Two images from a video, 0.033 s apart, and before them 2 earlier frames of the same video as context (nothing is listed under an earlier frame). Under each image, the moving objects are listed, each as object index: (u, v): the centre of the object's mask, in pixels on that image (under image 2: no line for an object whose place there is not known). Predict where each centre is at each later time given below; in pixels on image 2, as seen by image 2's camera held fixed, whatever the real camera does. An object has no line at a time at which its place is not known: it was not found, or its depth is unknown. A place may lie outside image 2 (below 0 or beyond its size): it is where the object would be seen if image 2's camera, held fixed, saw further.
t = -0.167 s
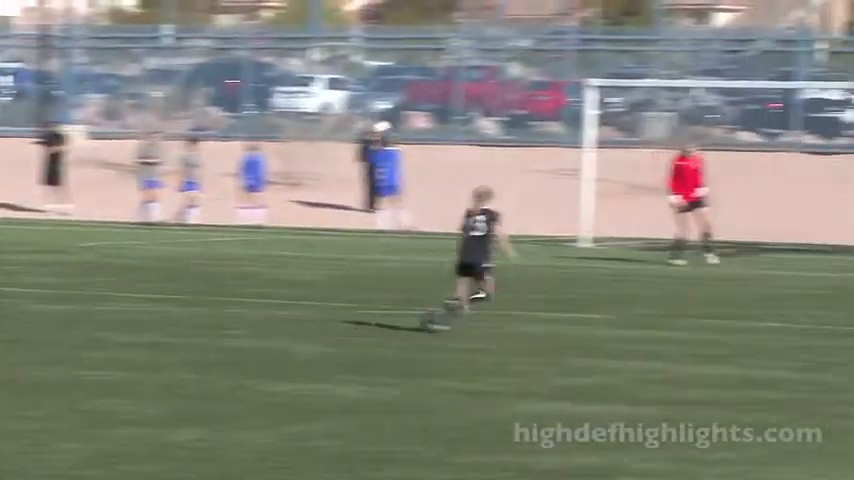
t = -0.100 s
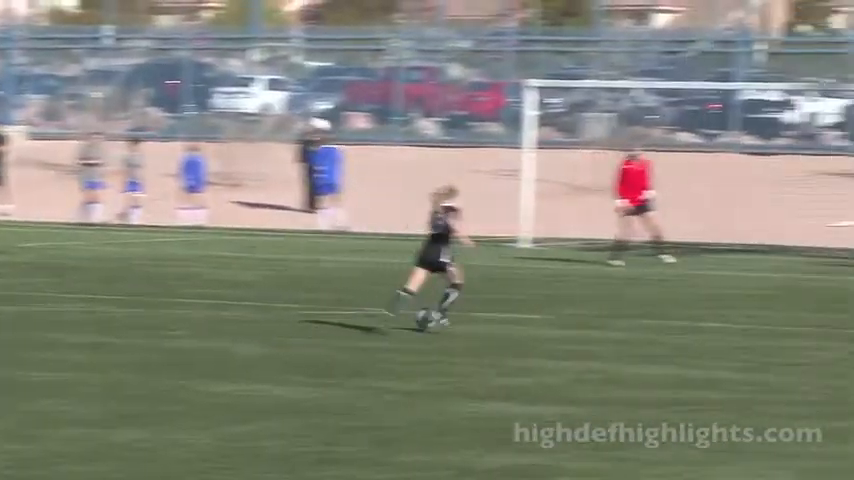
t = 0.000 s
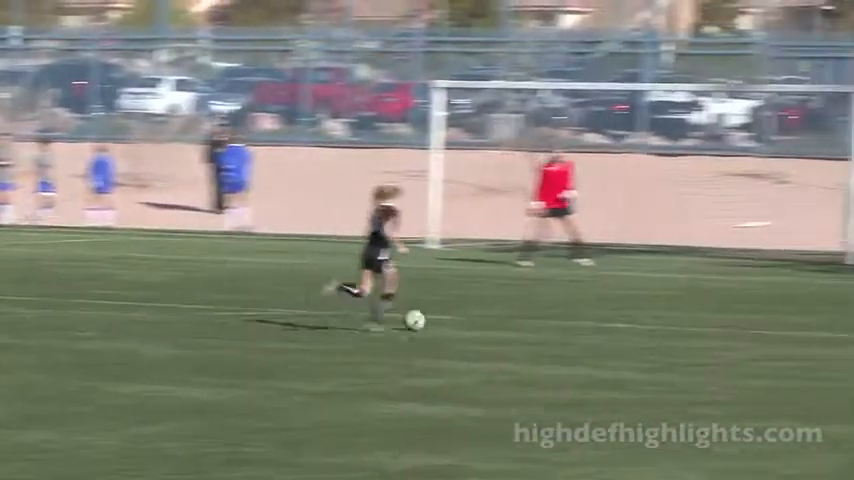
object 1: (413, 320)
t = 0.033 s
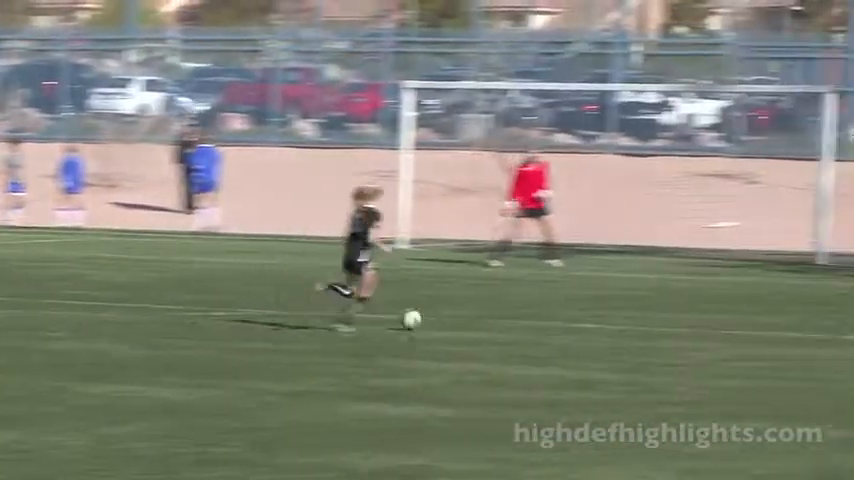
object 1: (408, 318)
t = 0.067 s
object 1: (431, 315)
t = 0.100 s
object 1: (457, 315)
